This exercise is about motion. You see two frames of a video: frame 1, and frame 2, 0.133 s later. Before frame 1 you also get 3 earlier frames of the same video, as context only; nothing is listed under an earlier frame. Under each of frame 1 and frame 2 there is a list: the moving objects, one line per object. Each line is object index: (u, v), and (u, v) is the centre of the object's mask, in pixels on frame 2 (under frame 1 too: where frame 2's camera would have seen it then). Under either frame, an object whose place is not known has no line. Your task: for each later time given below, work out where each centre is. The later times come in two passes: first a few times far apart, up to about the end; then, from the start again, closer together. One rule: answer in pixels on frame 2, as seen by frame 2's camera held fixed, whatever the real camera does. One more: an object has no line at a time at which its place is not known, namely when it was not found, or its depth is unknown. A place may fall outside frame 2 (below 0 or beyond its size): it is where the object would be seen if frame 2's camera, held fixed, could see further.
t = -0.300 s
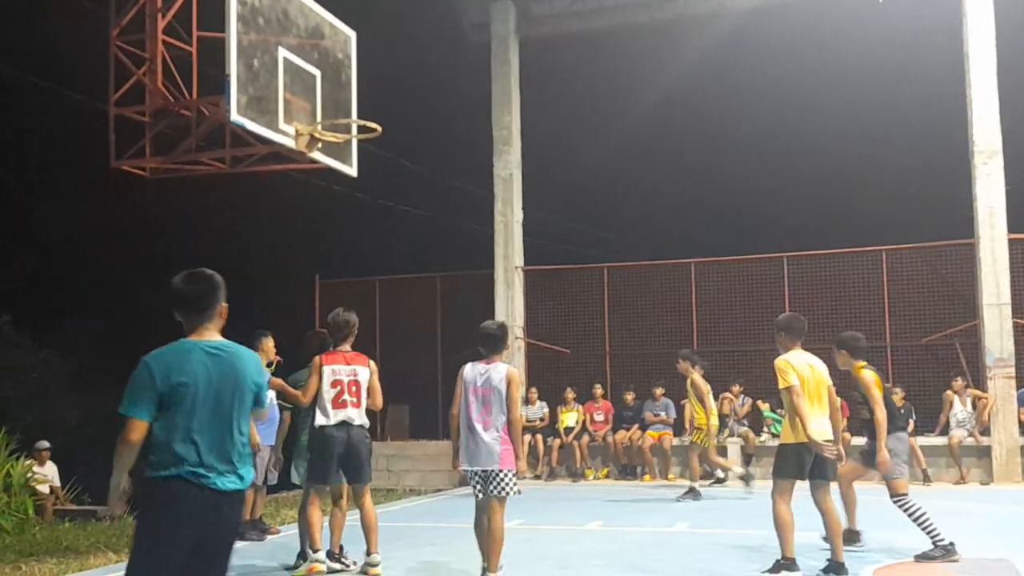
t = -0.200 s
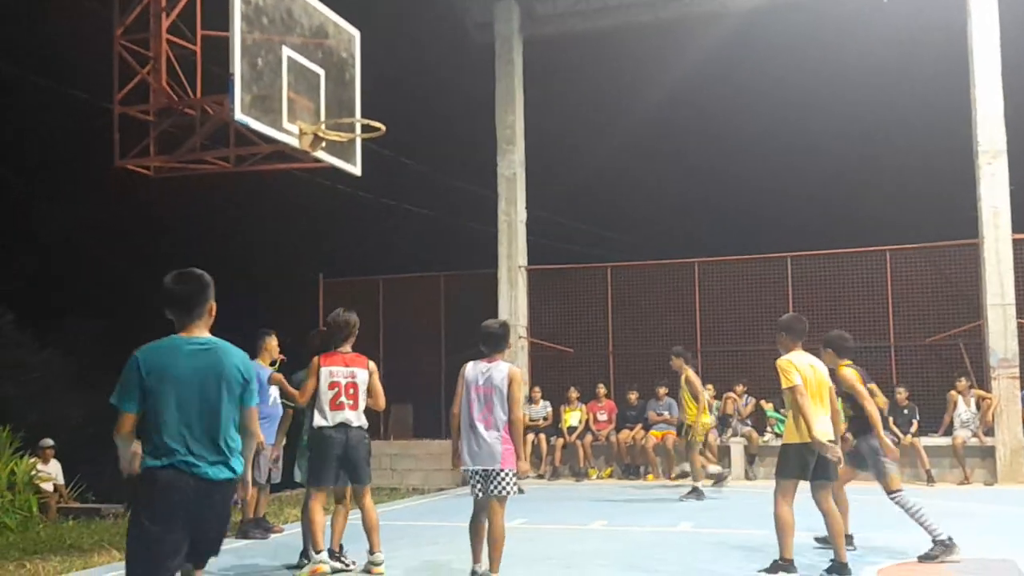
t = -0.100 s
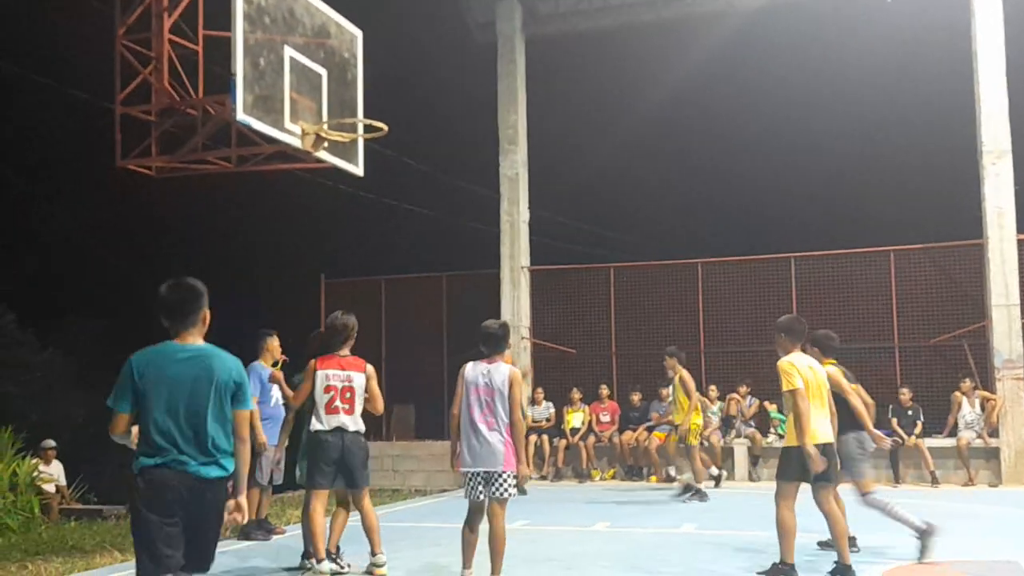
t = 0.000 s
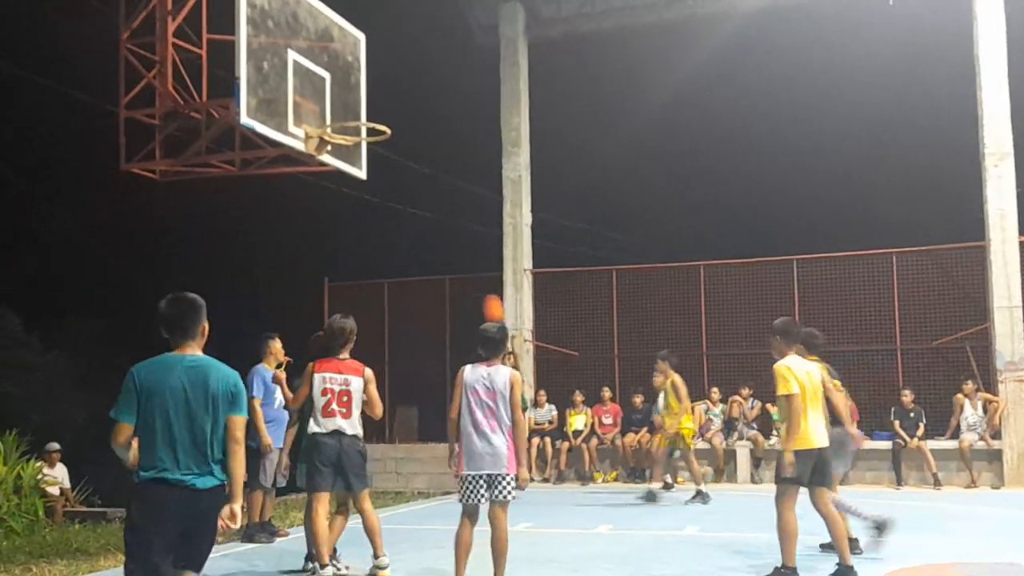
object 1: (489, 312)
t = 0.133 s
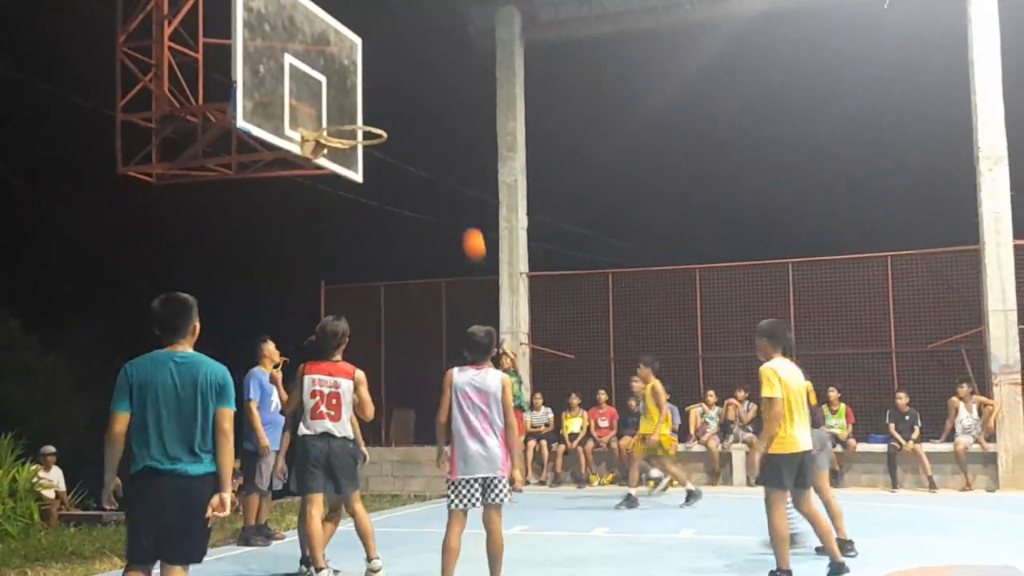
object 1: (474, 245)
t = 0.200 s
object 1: (466, 214)
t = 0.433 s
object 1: (437, 129)
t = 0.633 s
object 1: (407, 92)
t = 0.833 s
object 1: (375, 97)
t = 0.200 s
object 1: (466, 214)
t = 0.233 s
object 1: (462, 199)
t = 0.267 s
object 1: (458, 186)
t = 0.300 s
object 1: (454, 173)
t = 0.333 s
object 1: (449, 160)
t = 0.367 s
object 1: (445, 149)
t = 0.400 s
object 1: (441, 138)
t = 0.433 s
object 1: (437, 129)
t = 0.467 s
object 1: (432, 121)
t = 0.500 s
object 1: (428, 113)
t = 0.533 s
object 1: (423, 106)
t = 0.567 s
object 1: (418, 100)
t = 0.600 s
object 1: (413, 96)
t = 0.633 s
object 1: (407, 92)
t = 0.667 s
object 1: (402, 90)
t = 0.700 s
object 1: (397, 89)
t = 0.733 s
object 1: (391, 89)
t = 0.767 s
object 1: (385, 90)
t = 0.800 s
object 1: (380, 93)
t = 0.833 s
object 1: (375, 97)
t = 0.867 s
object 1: (369, 102)
